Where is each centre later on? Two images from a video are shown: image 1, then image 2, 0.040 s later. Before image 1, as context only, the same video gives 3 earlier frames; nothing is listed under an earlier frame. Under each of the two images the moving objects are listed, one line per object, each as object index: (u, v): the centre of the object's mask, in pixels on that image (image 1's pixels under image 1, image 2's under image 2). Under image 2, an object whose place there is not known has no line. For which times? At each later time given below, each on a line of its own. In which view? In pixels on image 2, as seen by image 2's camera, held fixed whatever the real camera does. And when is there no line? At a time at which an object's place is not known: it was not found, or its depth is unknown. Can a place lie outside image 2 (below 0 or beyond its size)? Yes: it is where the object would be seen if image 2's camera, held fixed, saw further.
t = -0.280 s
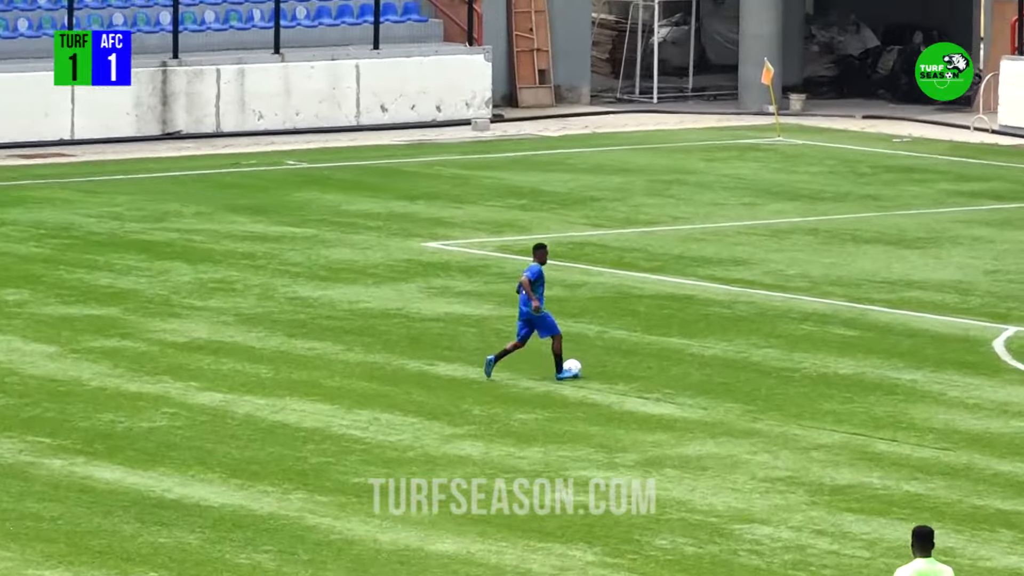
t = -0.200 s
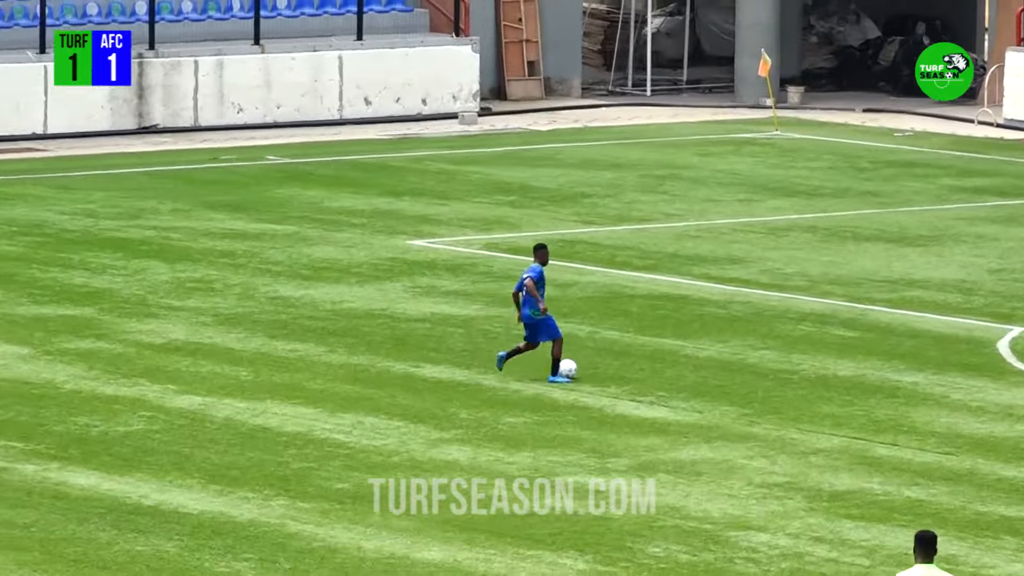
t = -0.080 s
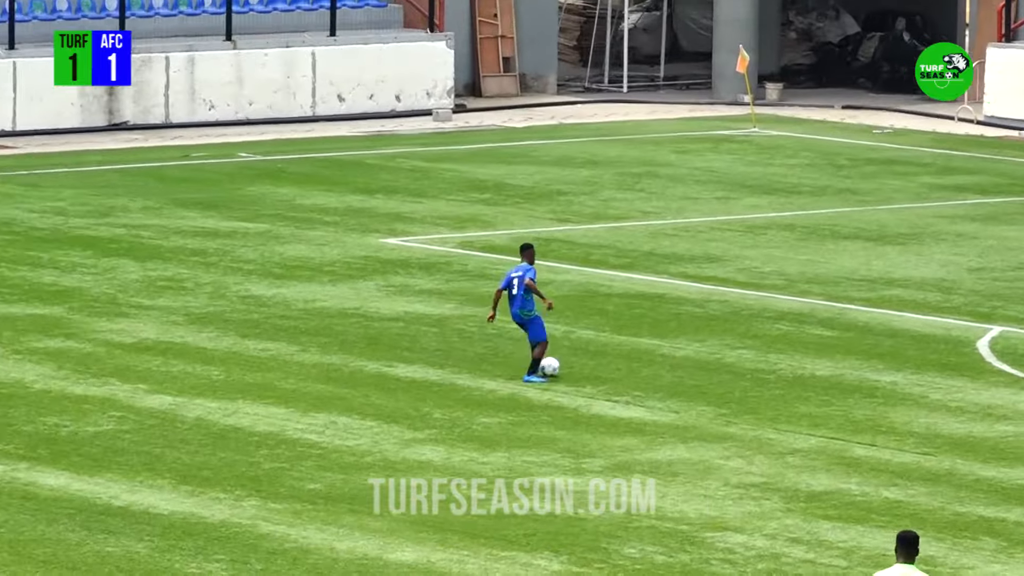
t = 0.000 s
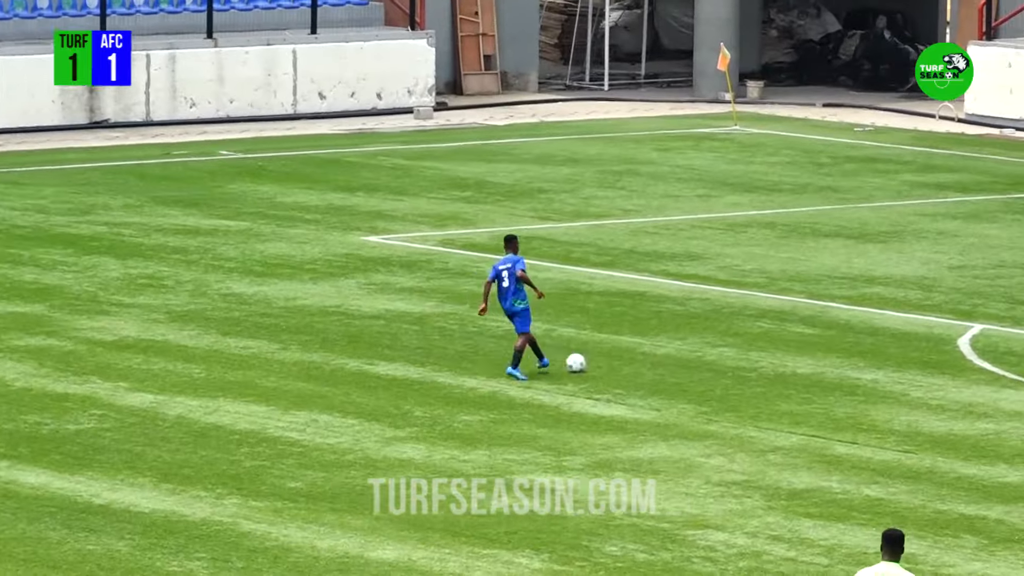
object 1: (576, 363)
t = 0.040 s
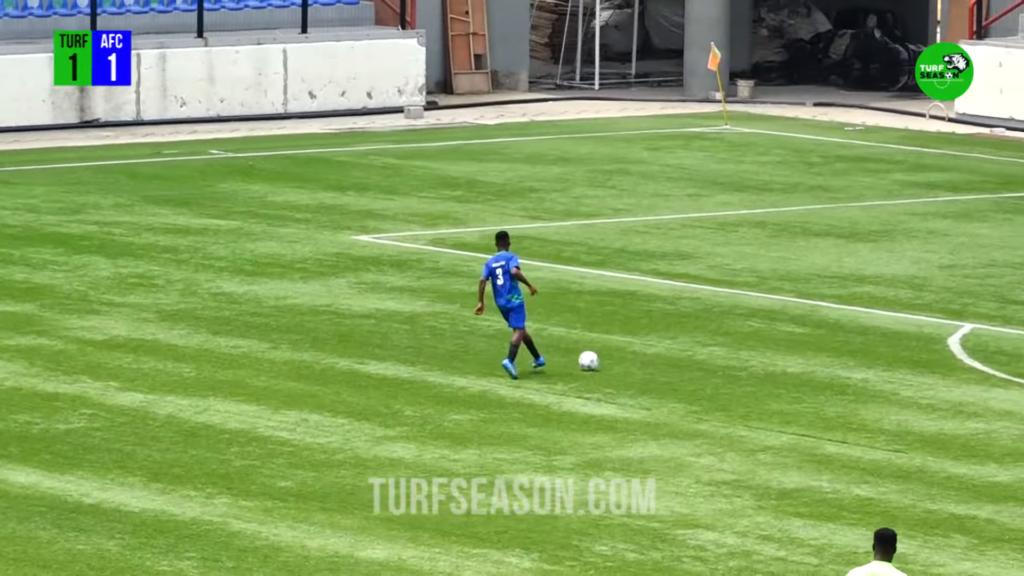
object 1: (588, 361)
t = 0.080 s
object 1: (610, 360)
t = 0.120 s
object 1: (631, 359)
